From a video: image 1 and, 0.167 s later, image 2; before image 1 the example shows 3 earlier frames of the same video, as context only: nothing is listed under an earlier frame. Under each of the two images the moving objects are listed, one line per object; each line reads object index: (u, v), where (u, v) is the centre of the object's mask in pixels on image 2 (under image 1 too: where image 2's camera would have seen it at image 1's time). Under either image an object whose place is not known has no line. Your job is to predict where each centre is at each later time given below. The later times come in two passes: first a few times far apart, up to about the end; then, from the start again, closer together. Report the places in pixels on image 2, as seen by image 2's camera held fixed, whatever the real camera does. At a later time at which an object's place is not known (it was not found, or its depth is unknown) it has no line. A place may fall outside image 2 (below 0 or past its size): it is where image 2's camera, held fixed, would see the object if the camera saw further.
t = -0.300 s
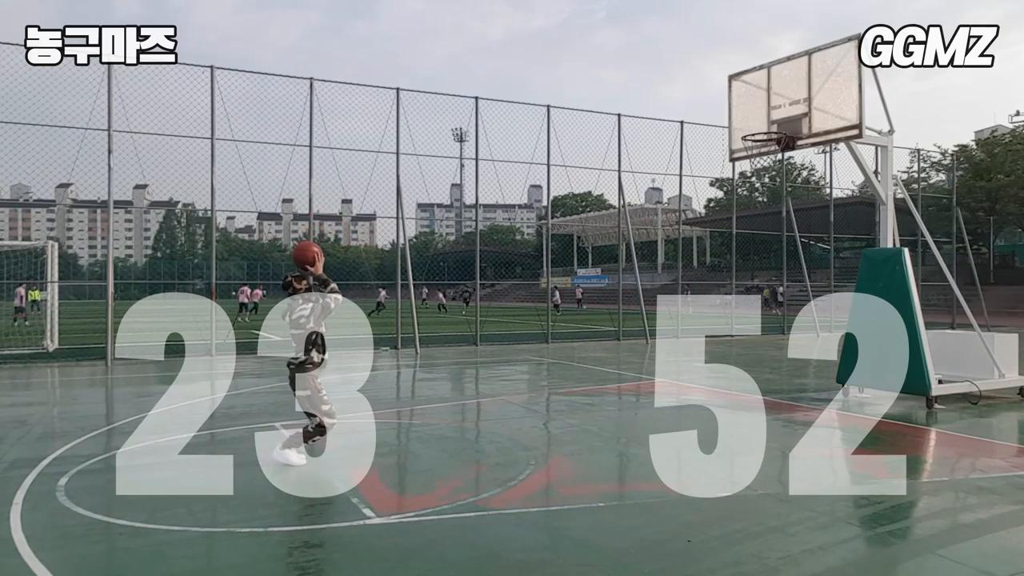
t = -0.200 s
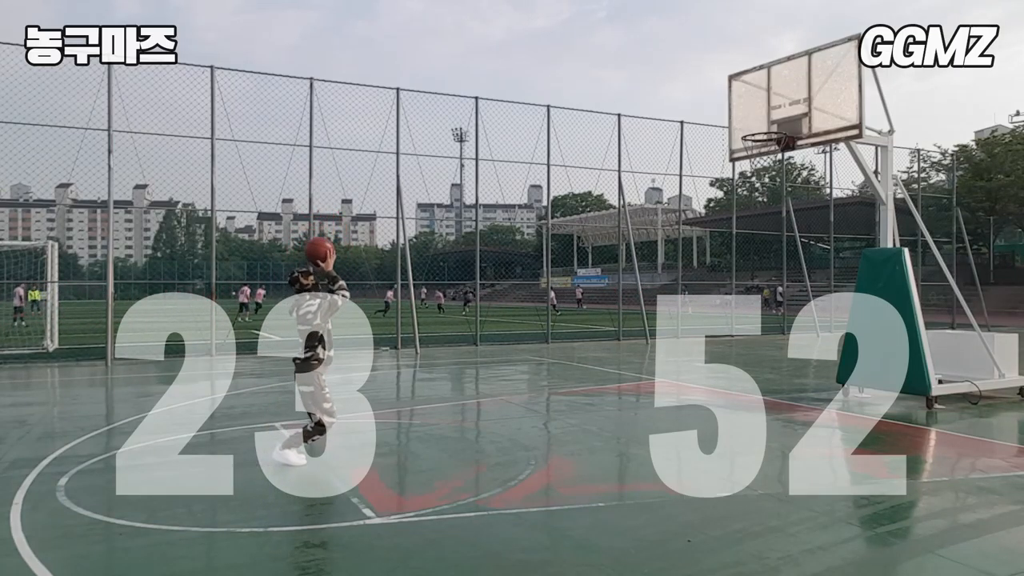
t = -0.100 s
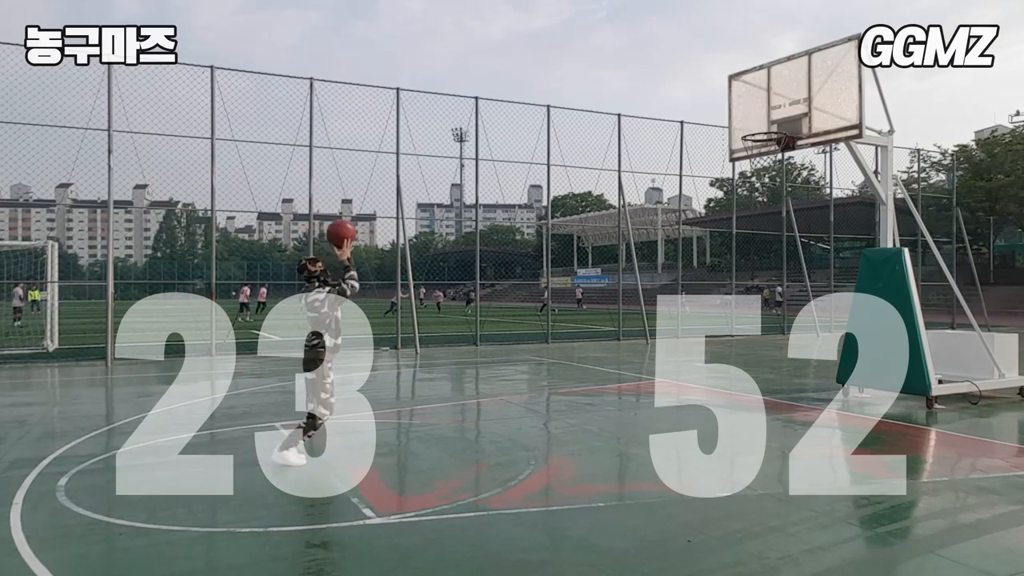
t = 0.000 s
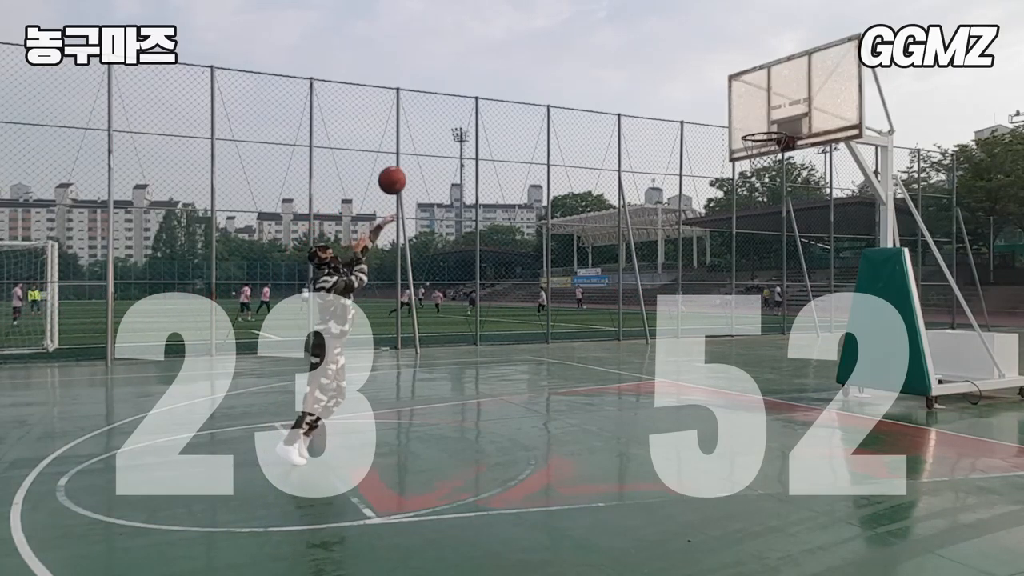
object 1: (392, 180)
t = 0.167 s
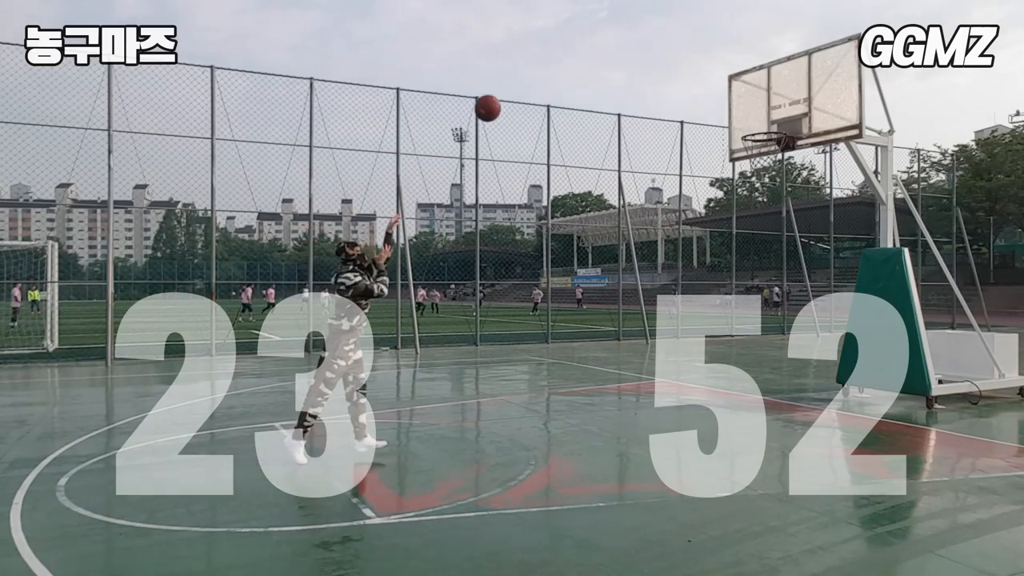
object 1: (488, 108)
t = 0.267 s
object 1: (539, 83)
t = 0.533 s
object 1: (662, 74)
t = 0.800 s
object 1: (764, 126)
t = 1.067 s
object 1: (749, 163)
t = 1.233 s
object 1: (745, 191)
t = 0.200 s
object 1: (505, 98)
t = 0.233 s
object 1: (522, 90)
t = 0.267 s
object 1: (539, 83)
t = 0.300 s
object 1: (556, 78)
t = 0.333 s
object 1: (572, 74)
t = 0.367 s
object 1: (588, 71)
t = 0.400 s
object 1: (603, 70)
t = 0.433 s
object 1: (618, 69)
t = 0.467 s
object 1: (633, 70)
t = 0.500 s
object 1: (647, 71)
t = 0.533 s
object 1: (662, 74)
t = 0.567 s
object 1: (676, 78)
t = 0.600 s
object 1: (689, 82)
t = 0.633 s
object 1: (702, 88)
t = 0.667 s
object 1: (716, 94)
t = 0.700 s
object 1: (728, 101)
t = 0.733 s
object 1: (740, 109)
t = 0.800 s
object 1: (764, 126)
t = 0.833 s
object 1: (773, 134)
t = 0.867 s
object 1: (770, 139)
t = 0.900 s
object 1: (763, 145)
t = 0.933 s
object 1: (758, 150)
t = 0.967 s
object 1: (755, 154)
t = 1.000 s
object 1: (752, 157)
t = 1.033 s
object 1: (750, 160)
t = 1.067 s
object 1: (749, 163)
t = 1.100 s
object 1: (748, 167)
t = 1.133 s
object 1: (747, 172)
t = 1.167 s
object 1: (746, 178)
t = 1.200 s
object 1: (745, 184)
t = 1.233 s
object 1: (745, 191)
